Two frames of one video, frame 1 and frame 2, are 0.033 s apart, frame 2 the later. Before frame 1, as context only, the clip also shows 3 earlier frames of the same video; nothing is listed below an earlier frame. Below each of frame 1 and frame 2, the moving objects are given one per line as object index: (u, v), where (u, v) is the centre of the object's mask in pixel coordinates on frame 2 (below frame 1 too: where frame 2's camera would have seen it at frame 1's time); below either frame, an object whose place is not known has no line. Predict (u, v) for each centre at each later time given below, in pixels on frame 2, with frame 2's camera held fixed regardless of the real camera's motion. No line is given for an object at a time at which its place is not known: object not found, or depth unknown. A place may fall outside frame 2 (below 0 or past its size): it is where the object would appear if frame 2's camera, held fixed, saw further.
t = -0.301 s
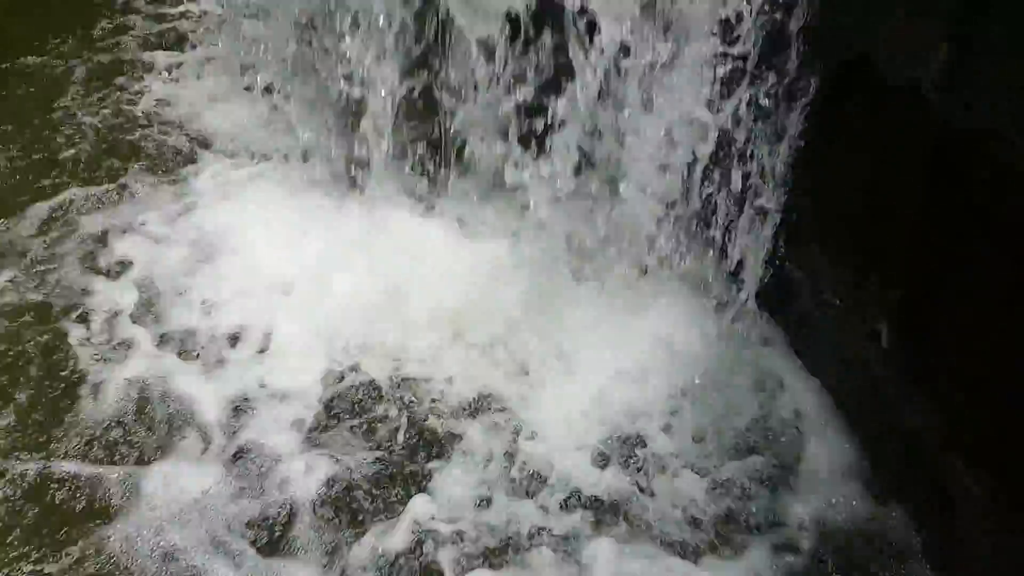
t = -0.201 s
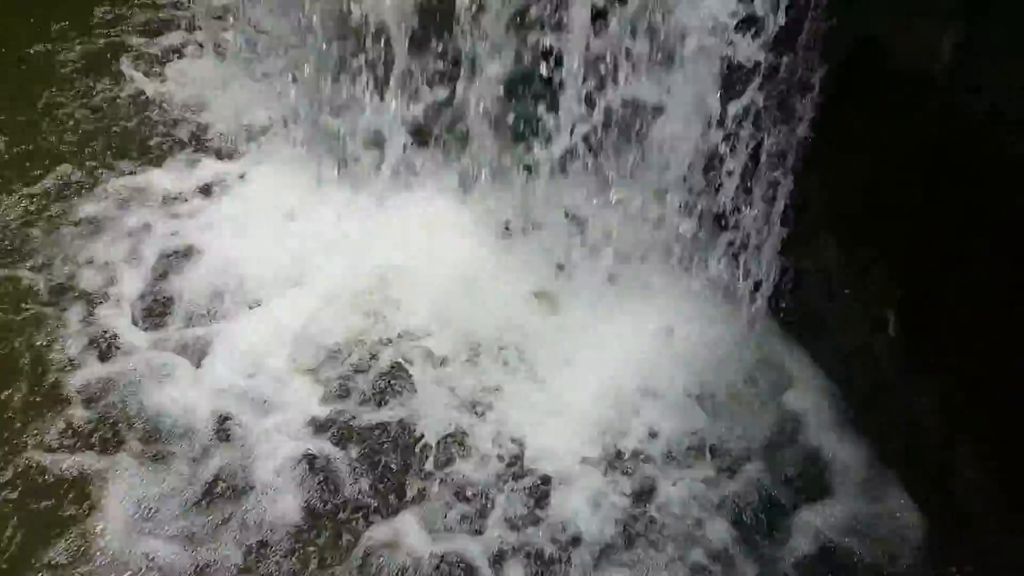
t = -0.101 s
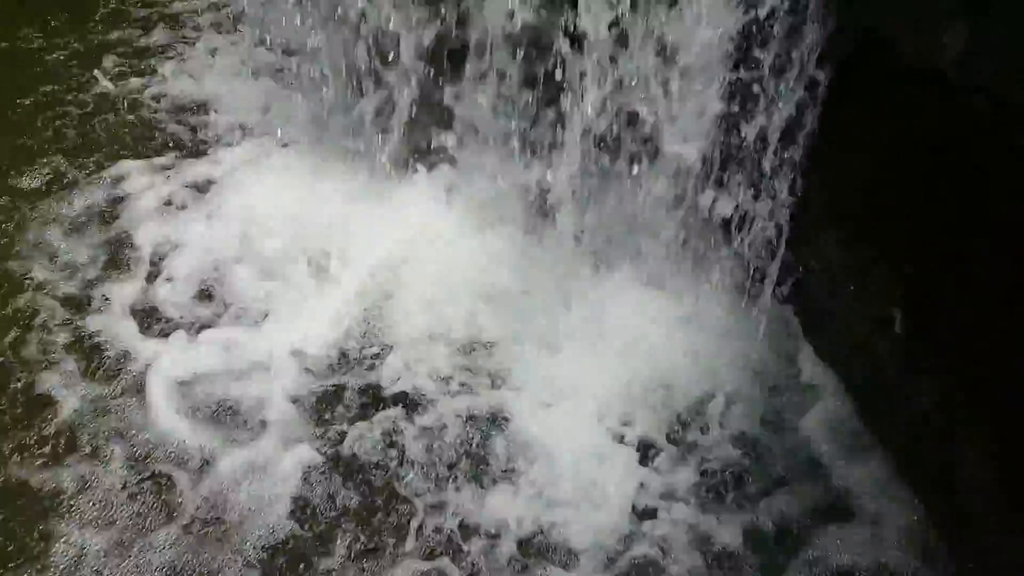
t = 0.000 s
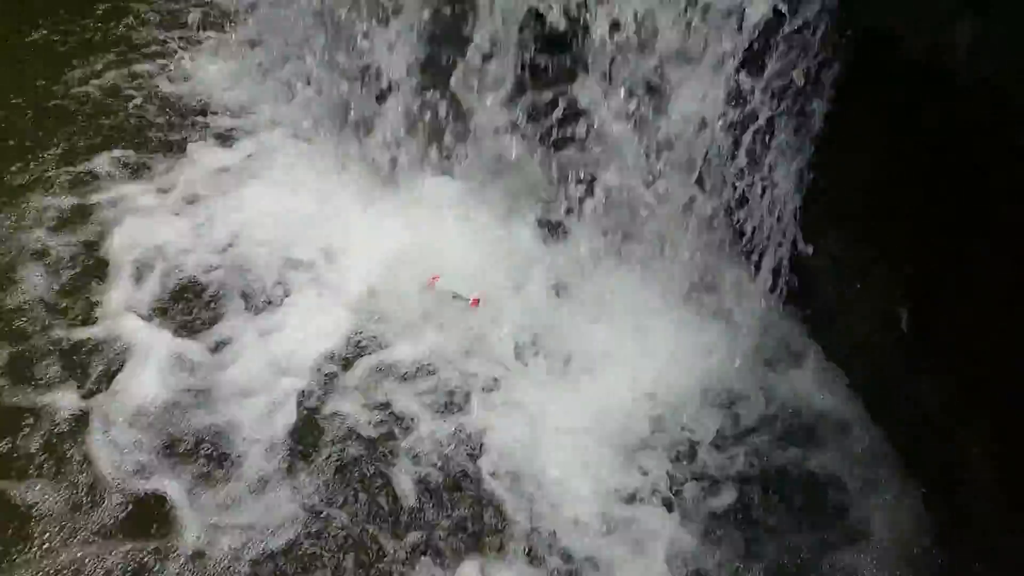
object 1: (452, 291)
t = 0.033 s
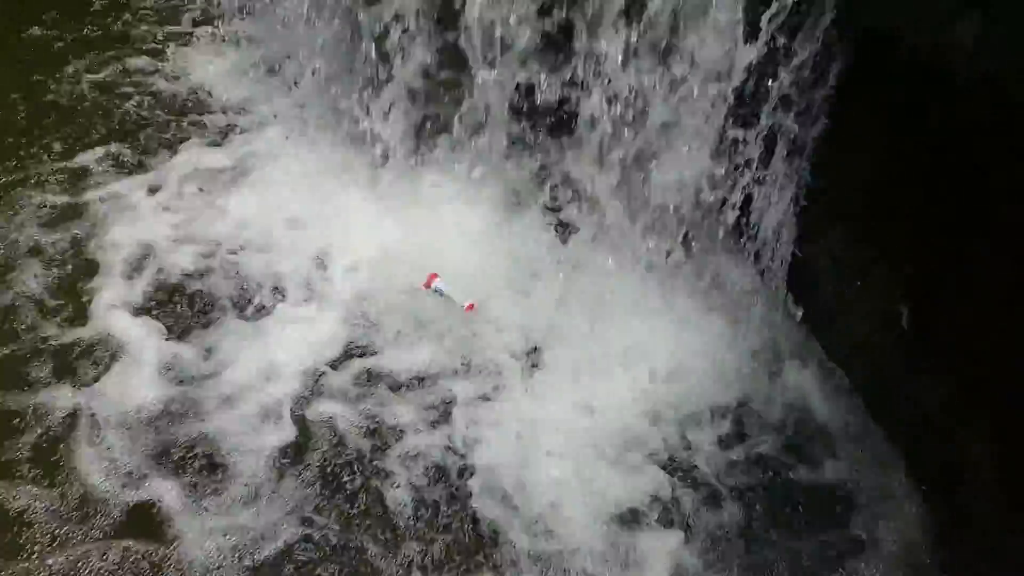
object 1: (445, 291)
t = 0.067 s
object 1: (445, 299)
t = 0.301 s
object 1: (420, 403)
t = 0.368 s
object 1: (405, 413)
